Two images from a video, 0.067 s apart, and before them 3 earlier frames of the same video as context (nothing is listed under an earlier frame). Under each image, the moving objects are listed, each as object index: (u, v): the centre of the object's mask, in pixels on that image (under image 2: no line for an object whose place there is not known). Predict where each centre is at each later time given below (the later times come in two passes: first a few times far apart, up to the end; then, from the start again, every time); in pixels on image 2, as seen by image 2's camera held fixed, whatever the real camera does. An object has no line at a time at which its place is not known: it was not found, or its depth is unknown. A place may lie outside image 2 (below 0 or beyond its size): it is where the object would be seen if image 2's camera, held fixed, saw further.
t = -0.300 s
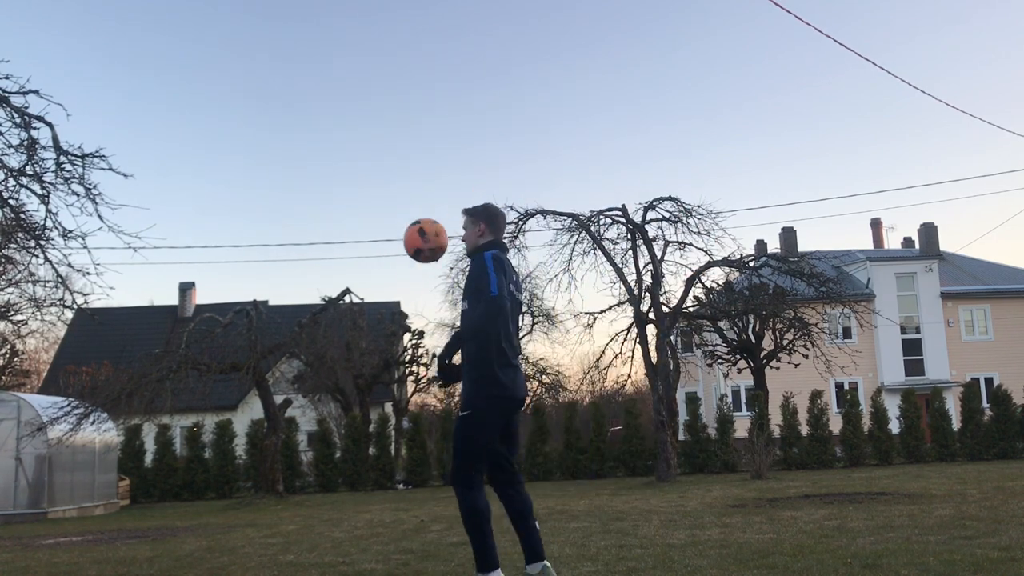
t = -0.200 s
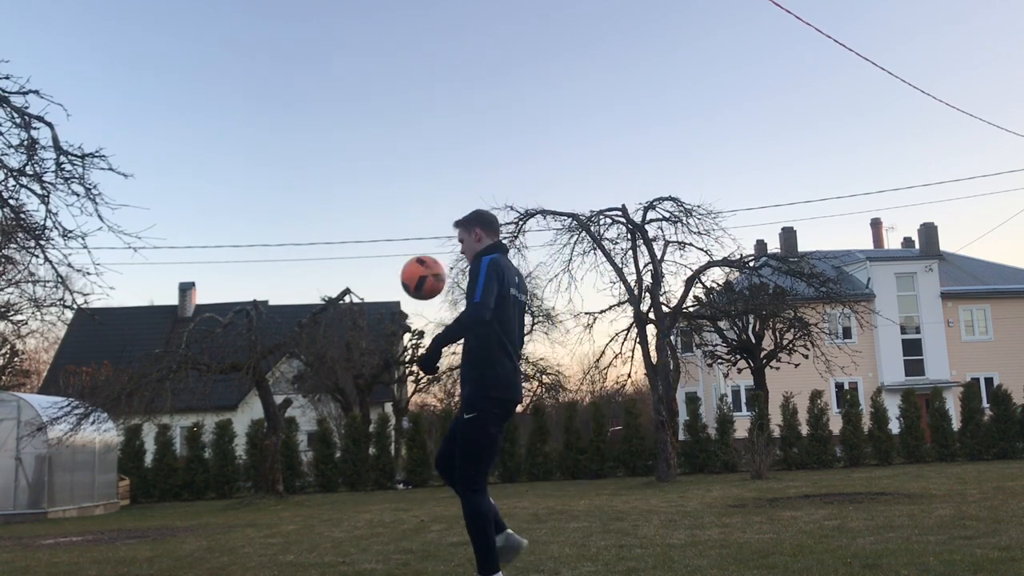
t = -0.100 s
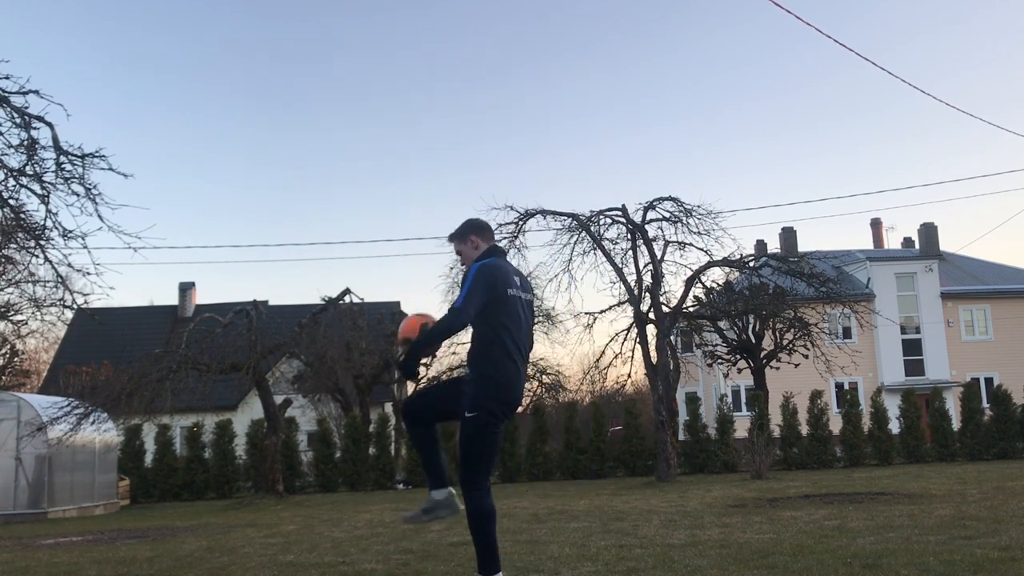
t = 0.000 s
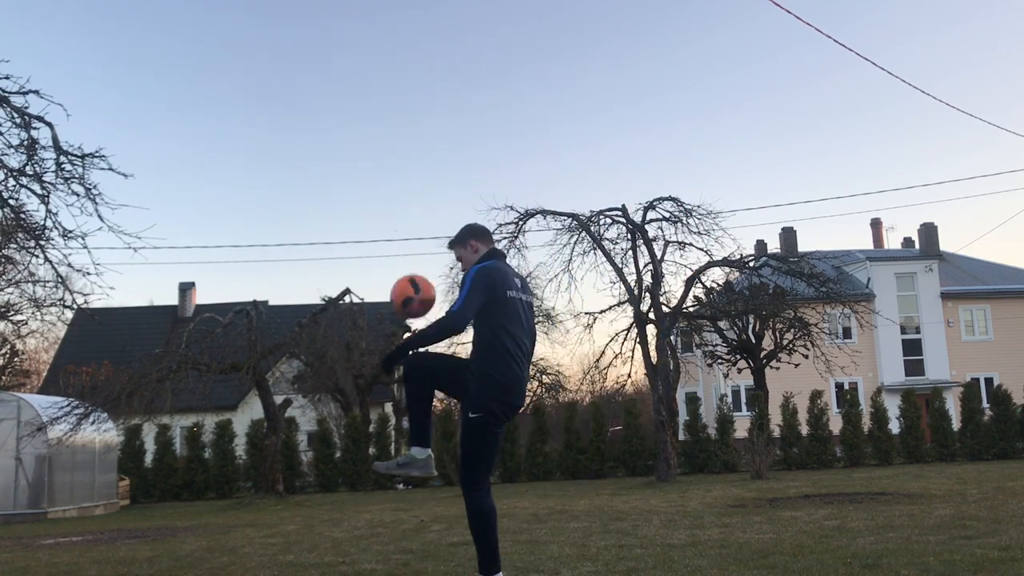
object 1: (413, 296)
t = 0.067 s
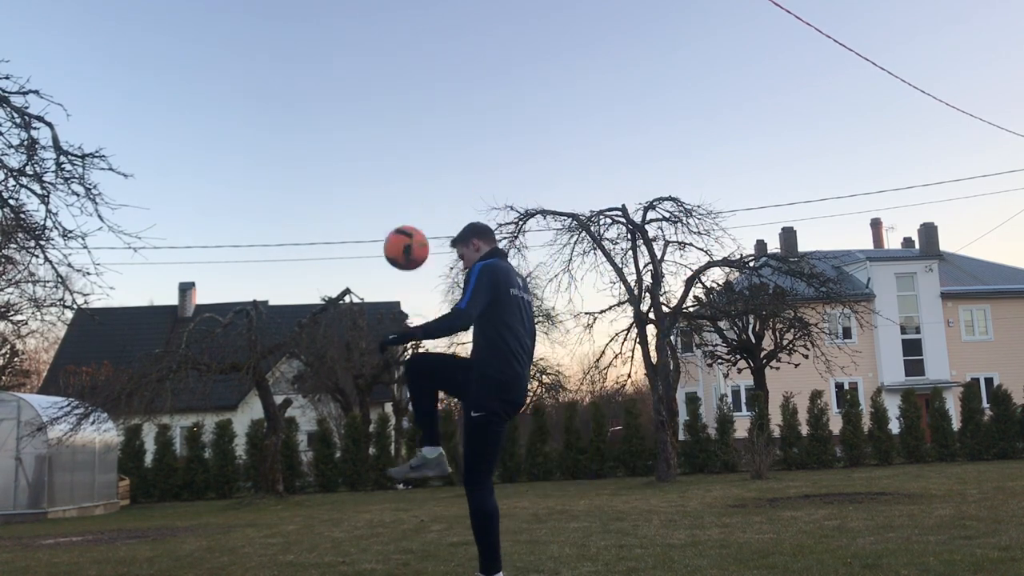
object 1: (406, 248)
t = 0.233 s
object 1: (390, 164)
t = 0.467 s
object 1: (369, 136)
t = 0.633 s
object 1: (353, 184)
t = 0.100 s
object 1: (403, 227)
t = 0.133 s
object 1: (400, 208)
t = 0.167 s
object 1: (396, 191)
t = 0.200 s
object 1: (393, 177)
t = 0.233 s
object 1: (390, 164)
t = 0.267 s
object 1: (387, 154)
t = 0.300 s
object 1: (384, 146)
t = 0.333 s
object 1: (381, 139)
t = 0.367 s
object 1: (378, 135)
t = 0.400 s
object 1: (375, 133)
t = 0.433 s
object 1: (372, 134)
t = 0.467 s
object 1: (369, 136)
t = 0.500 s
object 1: (365, 141)
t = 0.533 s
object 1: (362, 148)
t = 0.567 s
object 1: (359, 158)
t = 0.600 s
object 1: (356, 170)
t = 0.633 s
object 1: (353, 184)
